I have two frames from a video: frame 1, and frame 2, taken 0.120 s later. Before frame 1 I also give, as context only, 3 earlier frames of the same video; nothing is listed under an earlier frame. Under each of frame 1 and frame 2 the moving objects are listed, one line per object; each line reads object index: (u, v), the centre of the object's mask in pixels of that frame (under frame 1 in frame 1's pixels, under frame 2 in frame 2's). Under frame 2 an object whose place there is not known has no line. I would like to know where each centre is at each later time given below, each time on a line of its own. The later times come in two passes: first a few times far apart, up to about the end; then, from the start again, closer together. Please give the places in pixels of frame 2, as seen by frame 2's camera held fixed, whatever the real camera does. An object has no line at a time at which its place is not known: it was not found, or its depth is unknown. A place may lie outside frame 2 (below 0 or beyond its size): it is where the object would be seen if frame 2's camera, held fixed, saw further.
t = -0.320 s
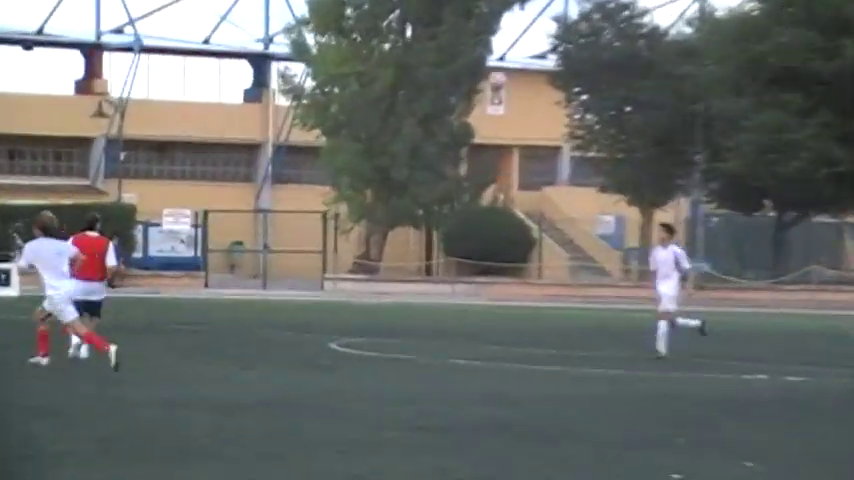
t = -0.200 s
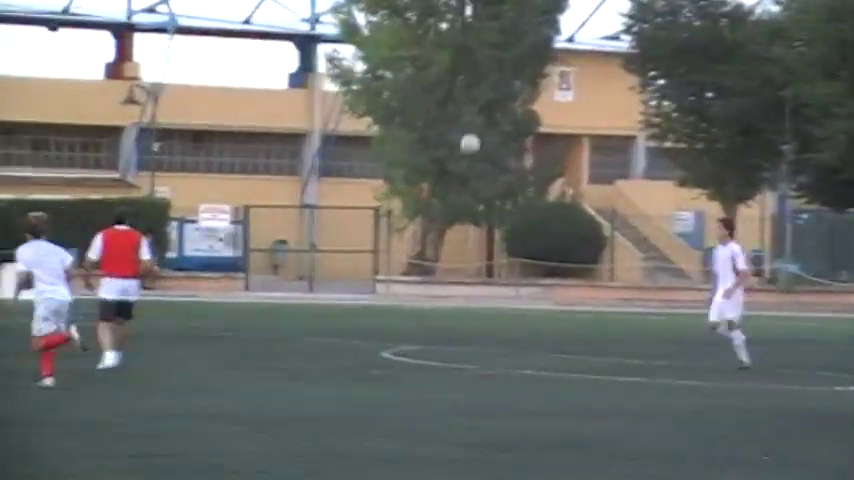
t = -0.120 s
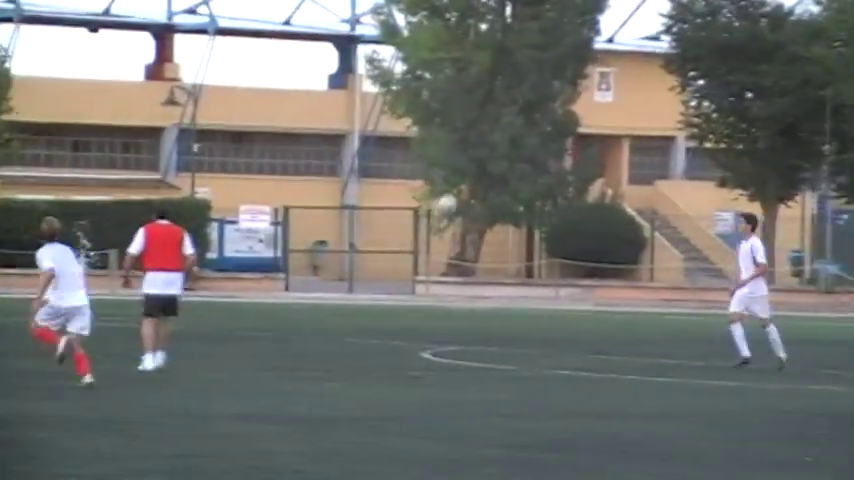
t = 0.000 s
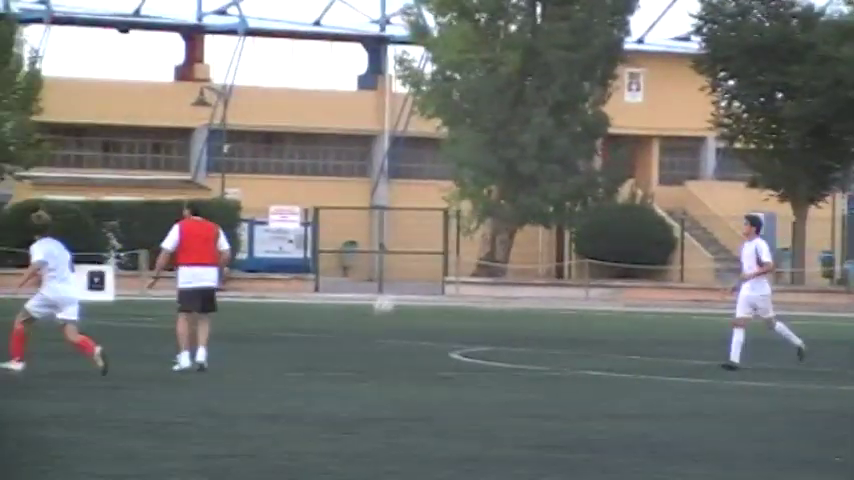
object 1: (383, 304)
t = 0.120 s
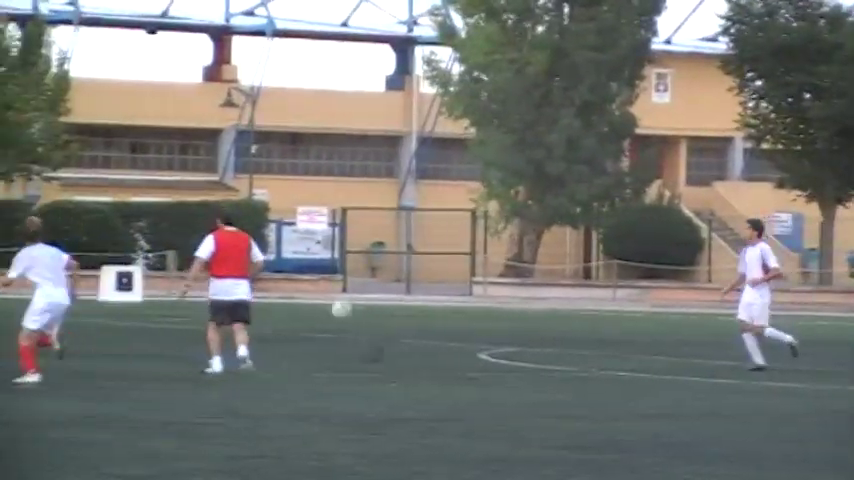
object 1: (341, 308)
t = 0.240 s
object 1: (286, 236)
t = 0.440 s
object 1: (198, 143)
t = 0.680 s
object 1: (89, 85)
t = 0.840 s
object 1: (13, 70)
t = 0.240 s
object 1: (286, 236)
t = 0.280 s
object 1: (268, 214)
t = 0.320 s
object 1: (254, 193)
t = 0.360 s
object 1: (232, 176)
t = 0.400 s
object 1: (215, 159)
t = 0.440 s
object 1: (198, 143)
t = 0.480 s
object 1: (180, 129)
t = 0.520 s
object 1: (163, 116)
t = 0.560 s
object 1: (143, 107)
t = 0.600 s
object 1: (125, 98)
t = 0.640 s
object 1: (106, 90)
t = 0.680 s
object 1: (89, 85)
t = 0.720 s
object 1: (68, 78)
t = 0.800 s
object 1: (33, 70)
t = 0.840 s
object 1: (13, 70)
